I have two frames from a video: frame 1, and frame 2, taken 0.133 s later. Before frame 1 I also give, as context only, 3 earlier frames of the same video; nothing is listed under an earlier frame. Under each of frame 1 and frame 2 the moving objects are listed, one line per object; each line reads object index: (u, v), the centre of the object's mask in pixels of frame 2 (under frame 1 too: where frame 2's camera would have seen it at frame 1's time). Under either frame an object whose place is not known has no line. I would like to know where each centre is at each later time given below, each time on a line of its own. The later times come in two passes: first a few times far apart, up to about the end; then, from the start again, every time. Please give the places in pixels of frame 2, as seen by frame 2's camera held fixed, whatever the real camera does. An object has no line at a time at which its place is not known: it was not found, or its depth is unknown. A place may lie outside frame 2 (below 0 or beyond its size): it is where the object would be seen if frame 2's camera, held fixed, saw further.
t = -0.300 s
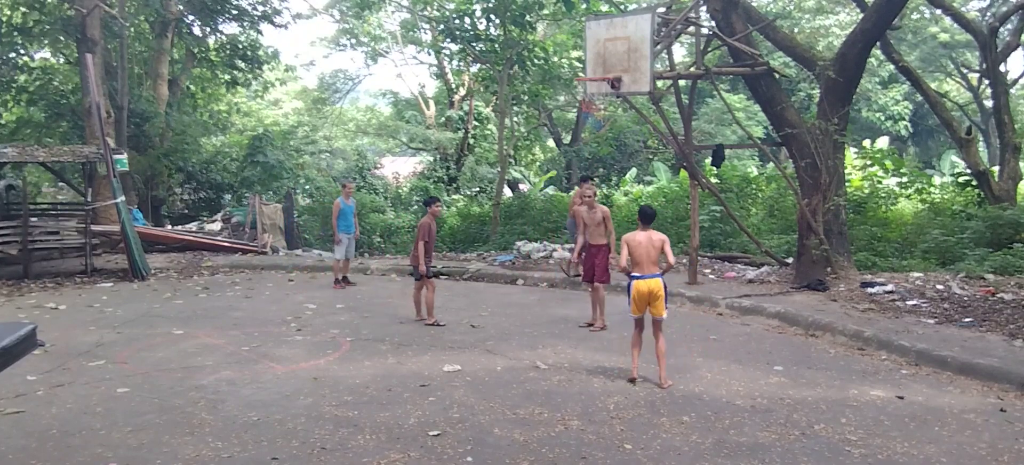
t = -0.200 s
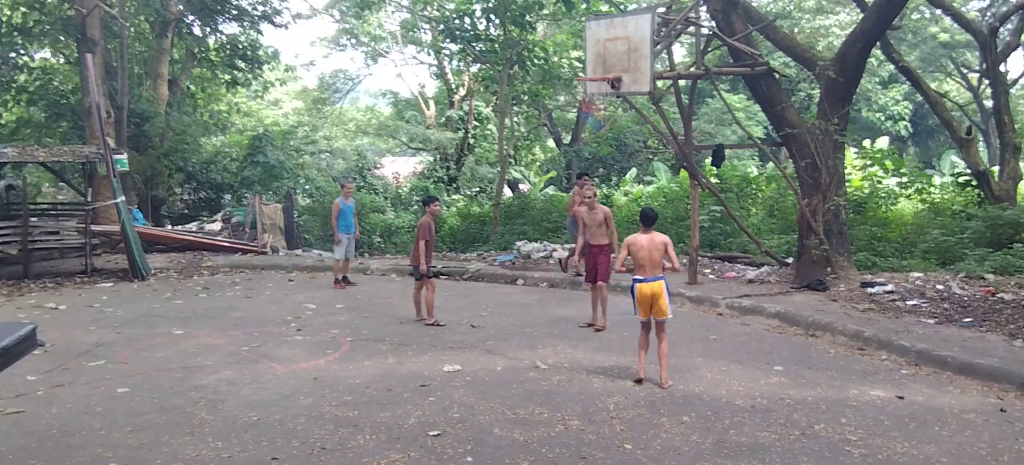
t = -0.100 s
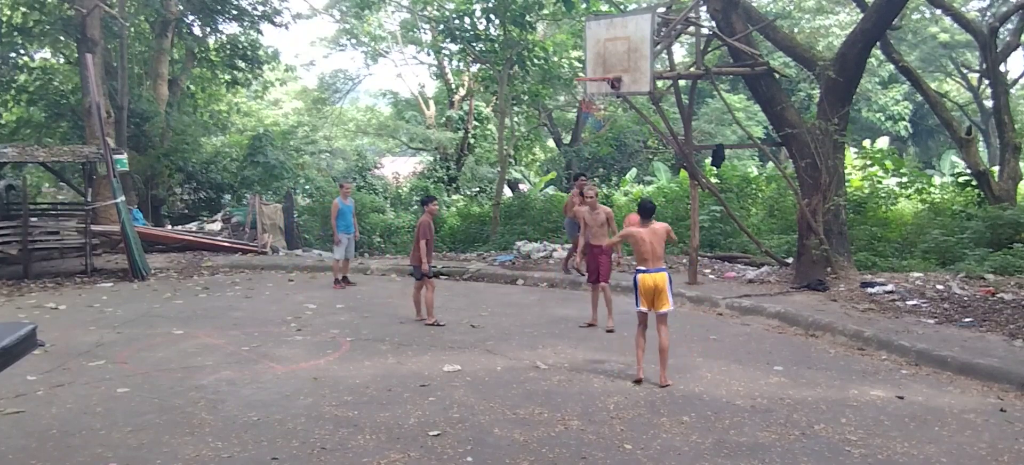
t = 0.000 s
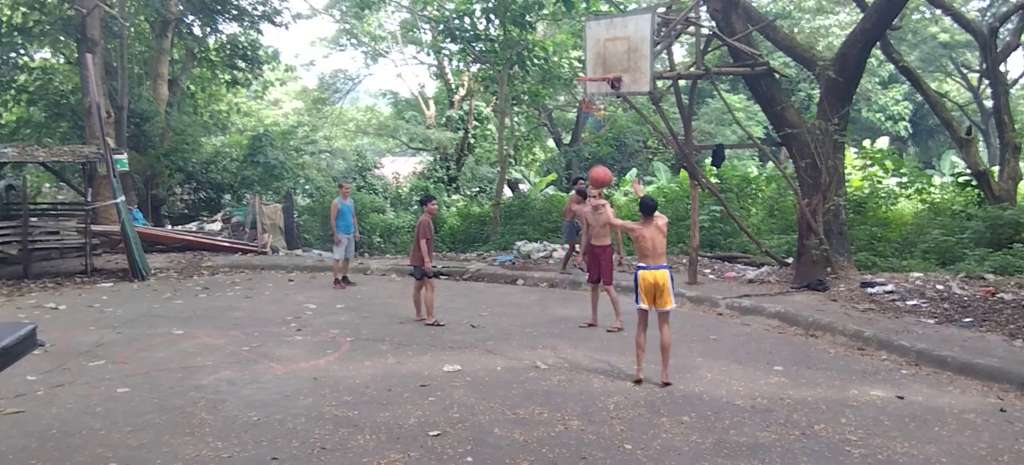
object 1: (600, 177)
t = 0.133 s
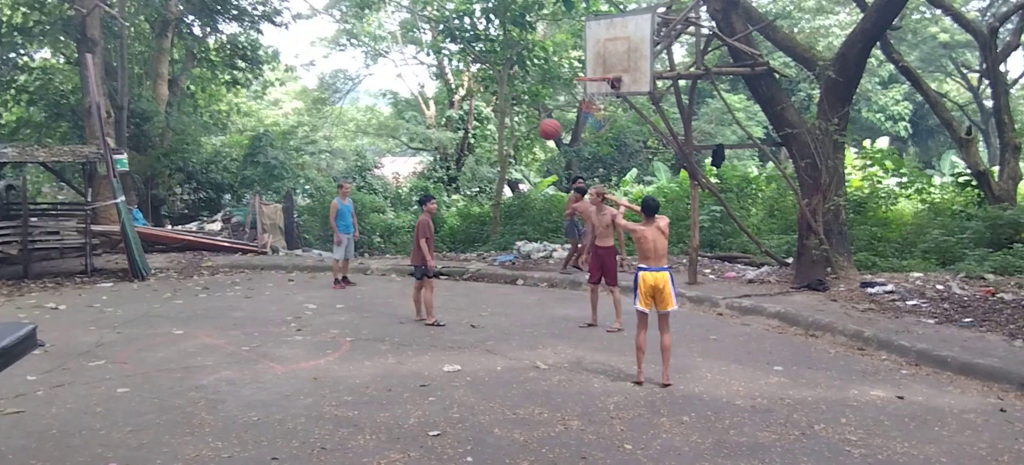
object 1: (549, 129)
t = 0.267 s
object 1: (505, 102)
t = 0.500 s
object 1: (440, 93)
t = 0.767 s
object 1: (381, 129)
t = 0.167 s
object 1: (538, 120)
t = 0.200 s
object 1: (527, 113)
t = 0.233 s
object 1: (516, 107)
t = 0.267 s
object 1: (505, 102)
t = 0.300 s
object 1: (495, 97)
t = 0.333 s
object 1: (485, 94)
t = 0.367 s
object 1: (475, 92)
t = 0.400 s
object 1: (467, 91)
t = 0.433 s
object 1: (458, 91)
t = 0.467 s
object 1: (448, 91)
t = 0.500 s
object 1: (440, 93)
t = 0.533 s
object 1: (433, 95)
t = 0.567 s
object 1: (424, 98)
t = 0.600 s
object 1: (417, 101)
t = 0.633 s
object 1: (409, 105)
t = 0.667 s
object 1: (401, 110)
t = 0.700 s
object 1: (394, 116)
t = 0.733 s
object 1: (387, 123)
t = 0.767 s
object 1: (381, 129)
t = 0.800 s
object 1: (374, 136)
